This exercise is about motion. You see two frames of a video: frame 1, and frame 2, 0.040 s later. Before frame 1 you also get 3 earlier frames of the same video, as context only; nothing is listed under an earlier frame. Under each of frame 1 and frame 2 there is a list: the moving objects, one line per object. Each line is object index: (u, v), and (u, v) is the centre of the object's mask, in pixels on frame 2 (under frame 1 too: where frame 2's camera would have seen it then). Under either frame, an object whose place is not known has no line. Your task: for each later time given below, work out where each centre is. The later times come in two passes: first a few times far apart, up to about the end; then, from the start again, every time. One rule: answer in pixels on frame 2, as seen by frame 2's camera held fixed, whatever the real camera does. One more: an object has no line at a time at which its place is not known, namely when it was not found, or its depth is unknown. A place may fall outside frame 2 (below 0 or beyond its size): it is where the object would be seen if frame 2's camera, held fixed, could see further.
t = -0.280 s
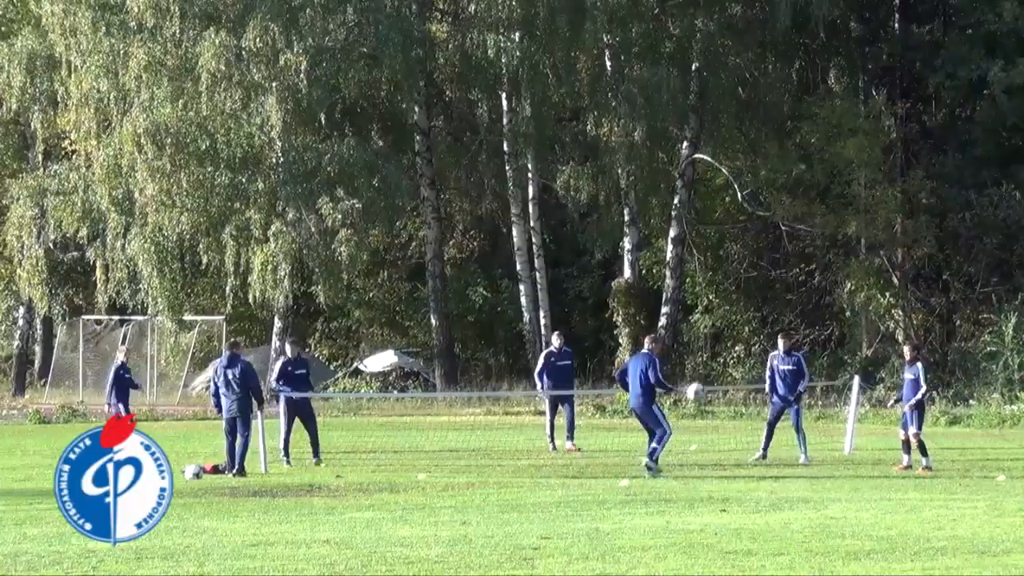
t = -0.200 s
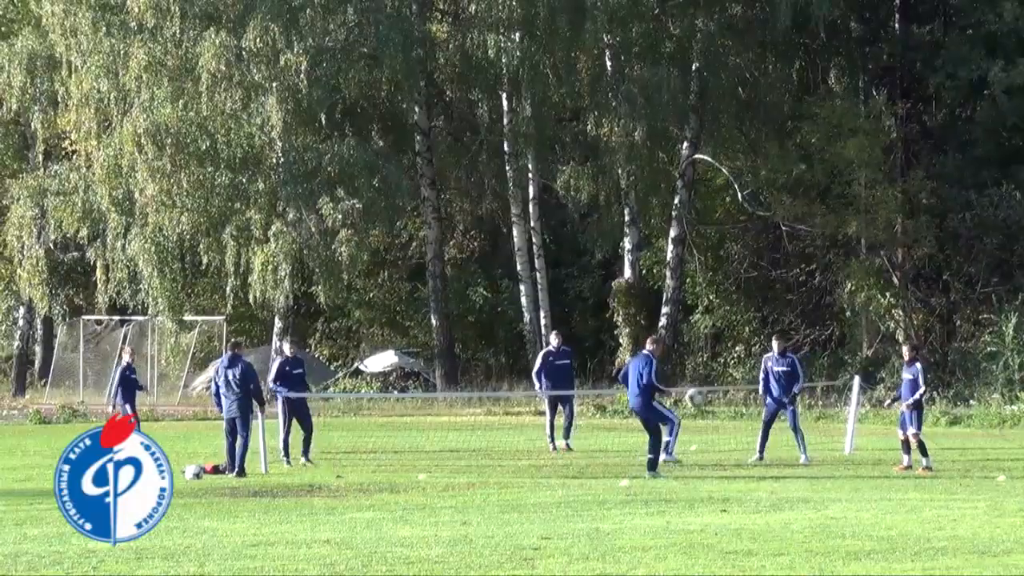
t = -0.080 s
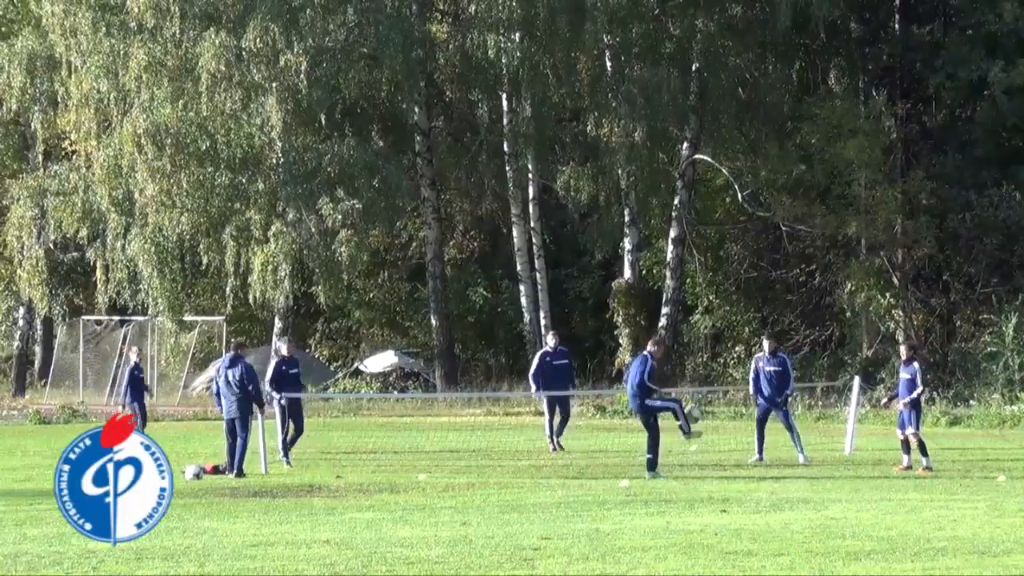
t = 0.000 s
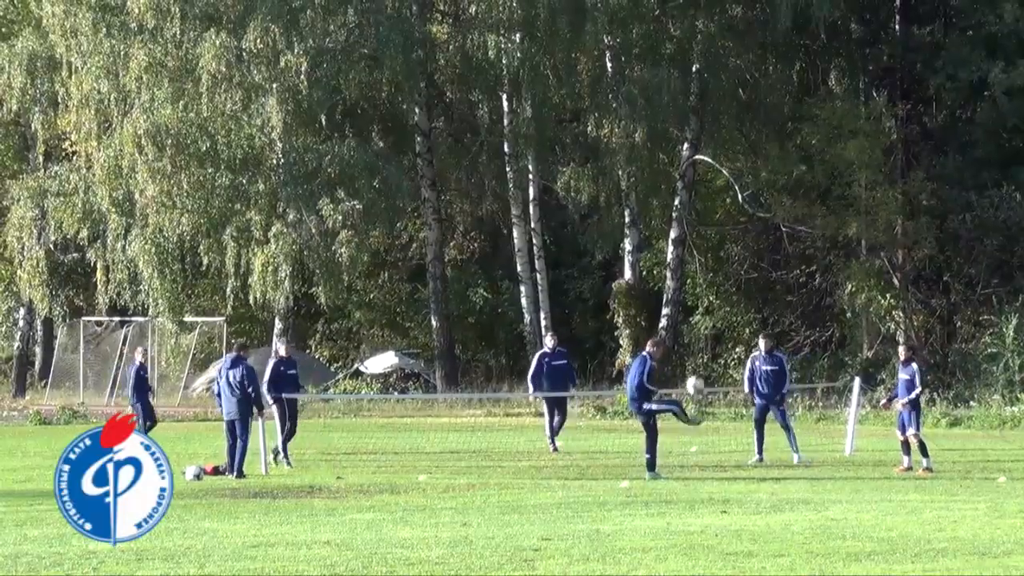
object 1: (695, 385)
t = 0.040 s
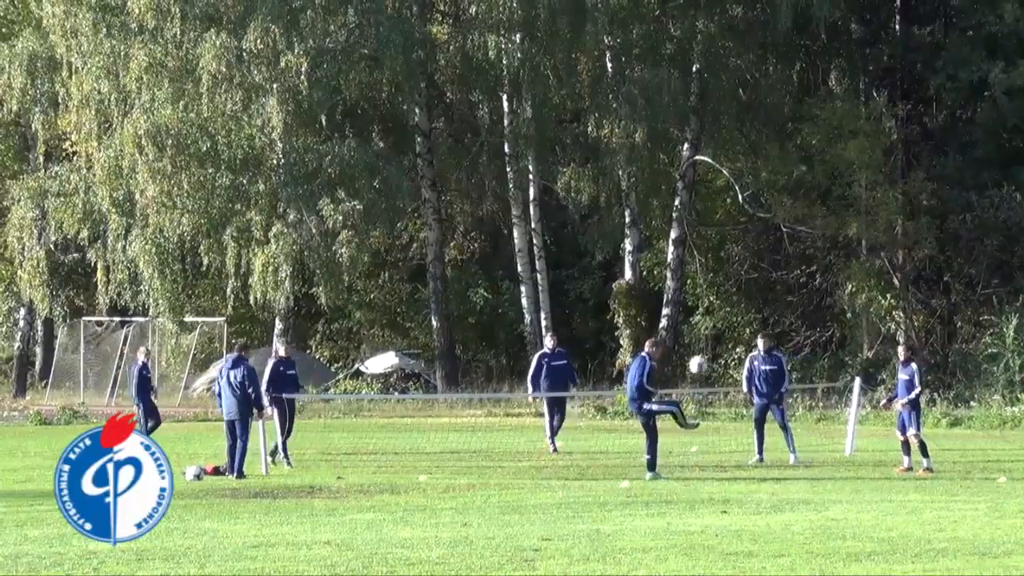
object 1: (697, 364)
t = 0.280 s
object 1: (714, 267)
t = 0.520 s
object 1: (731, 218)
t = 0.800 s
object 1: (749, 215)
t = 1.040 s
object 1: (765, 259)
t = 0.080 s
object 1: (700, 345)
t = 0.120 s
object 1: (704, 326)
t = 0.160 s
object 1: (706, 310)
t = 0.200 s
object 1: (709, 296)
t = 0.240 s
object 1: (712, 280)
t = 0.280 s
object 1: (714, 267)
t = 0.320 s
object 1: (717, 256)
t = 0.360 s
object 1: (720, 246)
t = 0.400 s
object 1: (723, 237)
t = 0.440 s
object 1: (726, 229)
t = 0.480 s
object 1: (728, 223)
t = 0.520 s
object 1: (731, 218)
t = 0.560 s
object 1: (734, 214)
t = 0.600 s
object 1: (736, 211)
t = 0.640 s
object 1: (740, 210)
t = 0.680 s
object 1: (742, 210)
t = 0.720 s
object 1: (745, 210)
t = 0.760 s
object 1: (747, 212)
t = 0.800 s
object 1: (749, 215)
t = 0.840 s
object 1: (752, 220)
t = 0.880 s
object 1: (755, 226)
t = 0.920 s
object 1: (757, 232)
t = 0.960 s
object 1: (760, 240)
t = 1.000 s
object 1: (763, 249)
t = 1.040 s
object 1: (765, 259)
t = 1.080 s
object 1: (768, 271)
